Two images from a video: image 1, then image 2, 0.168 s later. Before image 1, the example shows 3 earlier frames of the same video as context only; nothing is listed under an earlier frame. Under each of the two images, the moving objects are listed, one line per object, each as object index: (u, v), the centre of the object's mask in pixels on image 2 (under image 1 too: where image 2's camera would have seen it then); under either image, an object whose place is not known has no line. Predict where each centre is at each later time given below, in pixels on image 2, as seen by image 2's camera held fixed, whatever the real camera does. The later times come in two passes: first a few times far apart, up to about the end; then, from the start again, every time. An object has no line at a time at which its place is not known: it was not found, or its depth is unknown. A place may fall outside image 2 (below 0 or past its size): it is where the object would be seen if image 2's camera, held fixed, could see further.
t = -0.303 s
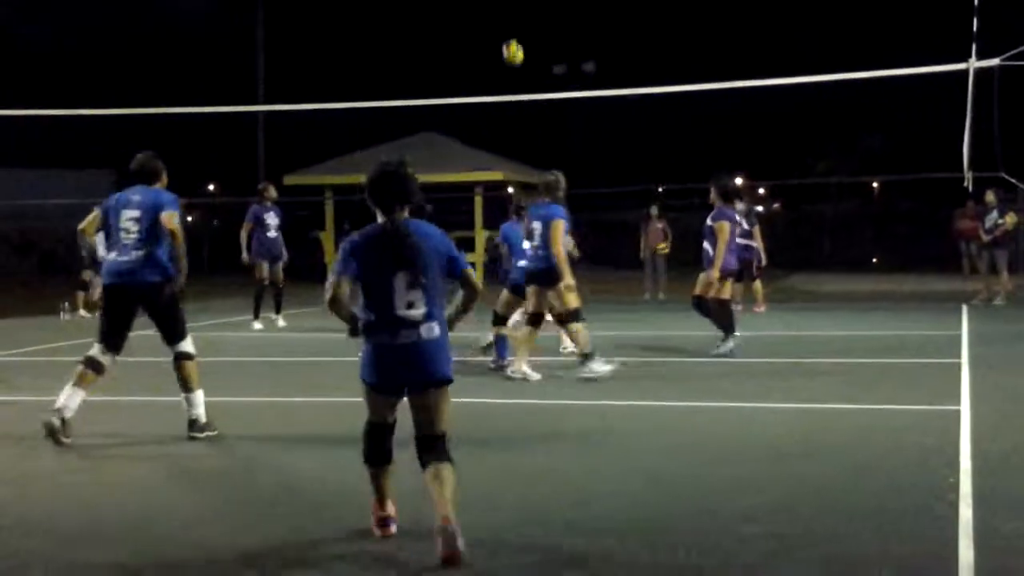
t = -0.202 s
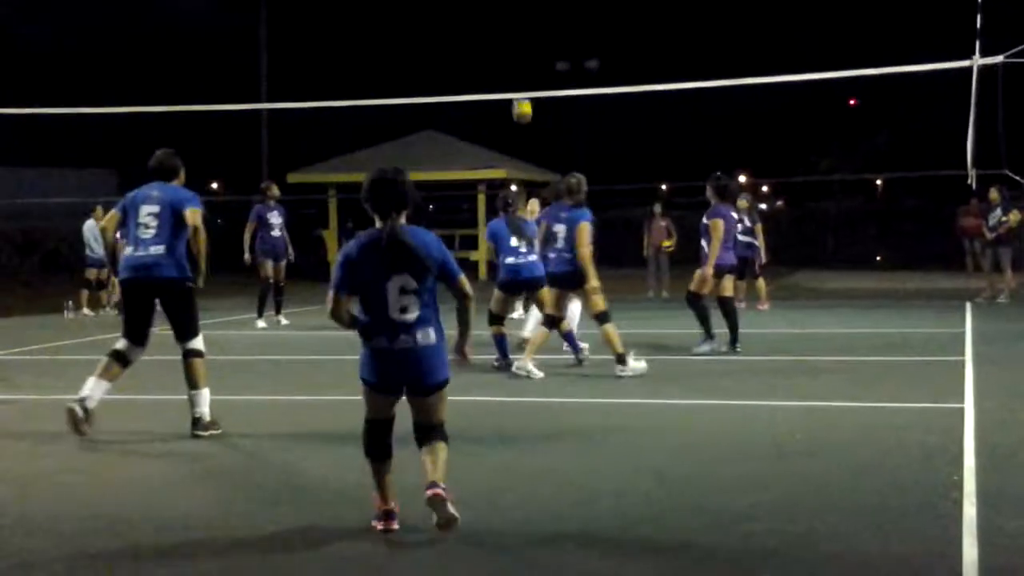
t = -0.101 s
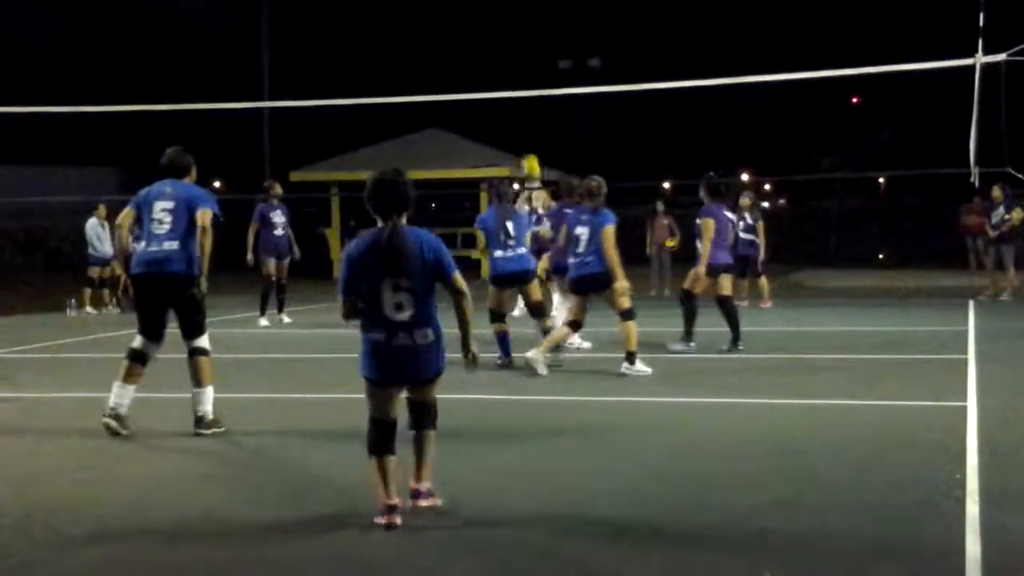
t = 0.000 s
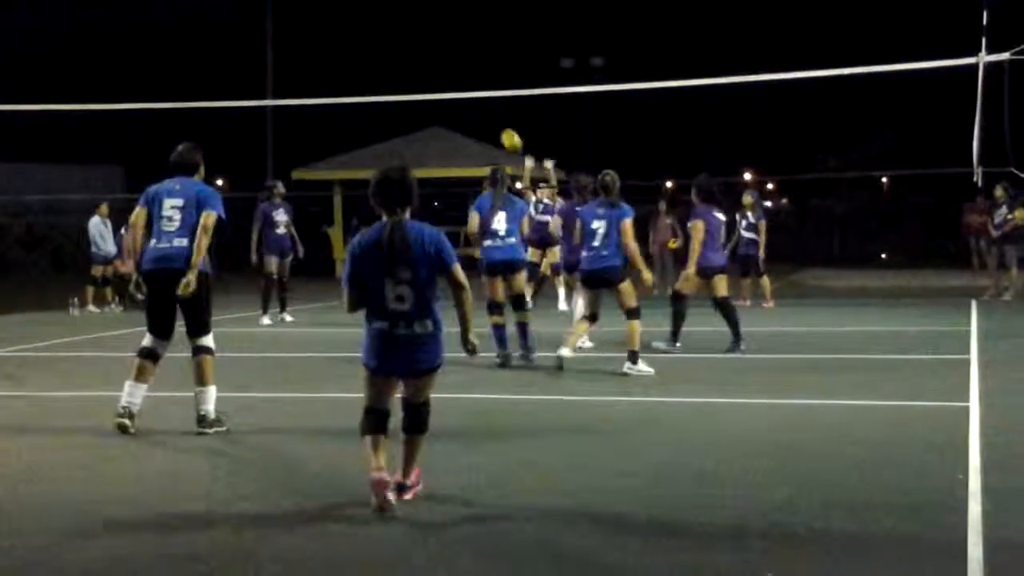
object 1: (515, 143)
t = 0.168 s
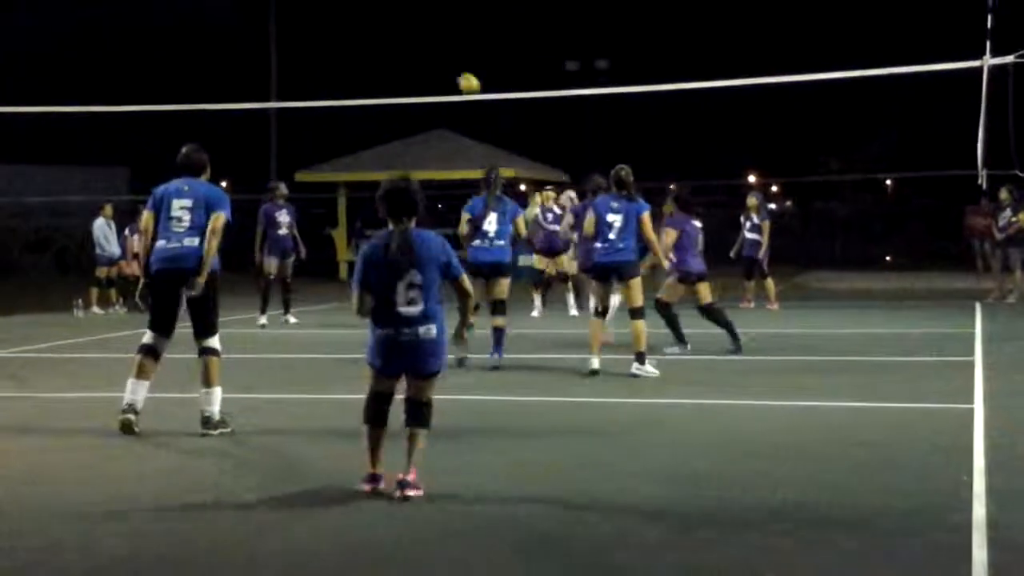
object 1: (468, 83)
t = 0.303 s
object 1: (430, 53)
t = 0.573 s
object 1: (348, 42)
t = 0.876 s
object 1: (254, 120)
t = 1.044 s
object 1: (202, 206)
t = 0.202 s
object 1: (459, 75)
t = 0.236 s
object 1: (450, 66)
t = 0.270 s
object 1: (440, 59)
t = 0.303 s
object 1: (430, 53)
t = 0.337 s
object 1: (420, 48)
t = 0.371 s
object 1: (409, 44)
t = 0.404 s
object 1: (400, 40)
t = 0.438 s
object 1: (390, 39)
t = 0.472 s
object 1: (380, 38)
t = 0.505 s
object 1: (368, 38)
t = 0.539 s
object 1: (358, 40)
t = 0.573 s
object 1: (348, 42)
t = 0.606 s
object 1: (338, 46)
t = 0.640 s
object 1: (327, 50)
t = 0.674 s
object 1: (317, 57)
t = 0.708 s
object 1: (306, 65)
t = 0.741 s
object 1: (296, 73)
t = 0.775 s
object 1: (286, 82)
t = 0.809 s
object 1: (275, 92)
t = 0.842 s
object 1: (265, 106)
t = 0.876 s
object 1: (254, 120)
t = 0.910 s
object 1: (244, 135)
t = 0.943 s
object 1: (234, 150)
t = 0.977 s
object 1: (222, 167)
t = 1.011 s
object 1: (212, 186)
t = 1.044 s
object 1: (202, 206)
